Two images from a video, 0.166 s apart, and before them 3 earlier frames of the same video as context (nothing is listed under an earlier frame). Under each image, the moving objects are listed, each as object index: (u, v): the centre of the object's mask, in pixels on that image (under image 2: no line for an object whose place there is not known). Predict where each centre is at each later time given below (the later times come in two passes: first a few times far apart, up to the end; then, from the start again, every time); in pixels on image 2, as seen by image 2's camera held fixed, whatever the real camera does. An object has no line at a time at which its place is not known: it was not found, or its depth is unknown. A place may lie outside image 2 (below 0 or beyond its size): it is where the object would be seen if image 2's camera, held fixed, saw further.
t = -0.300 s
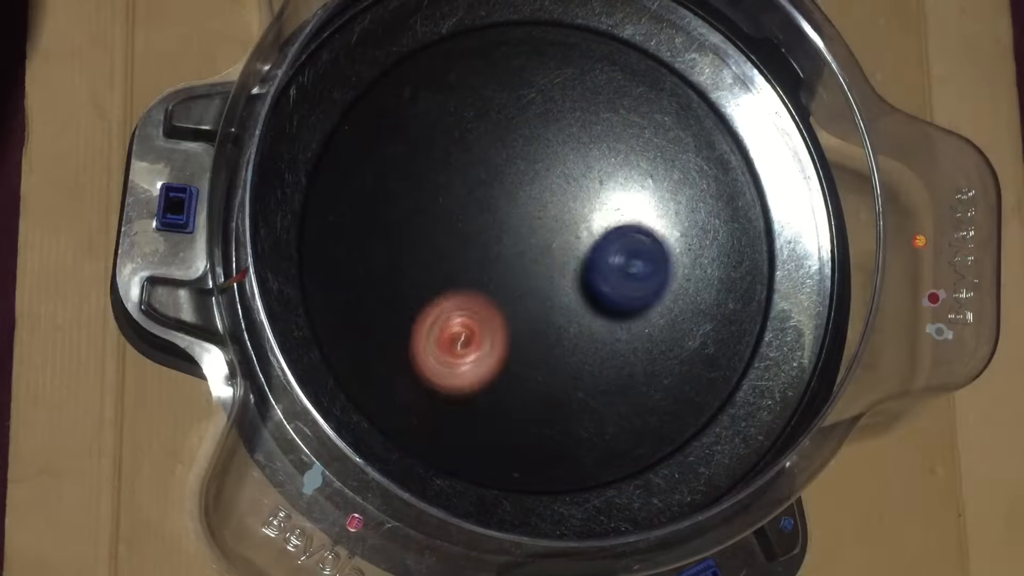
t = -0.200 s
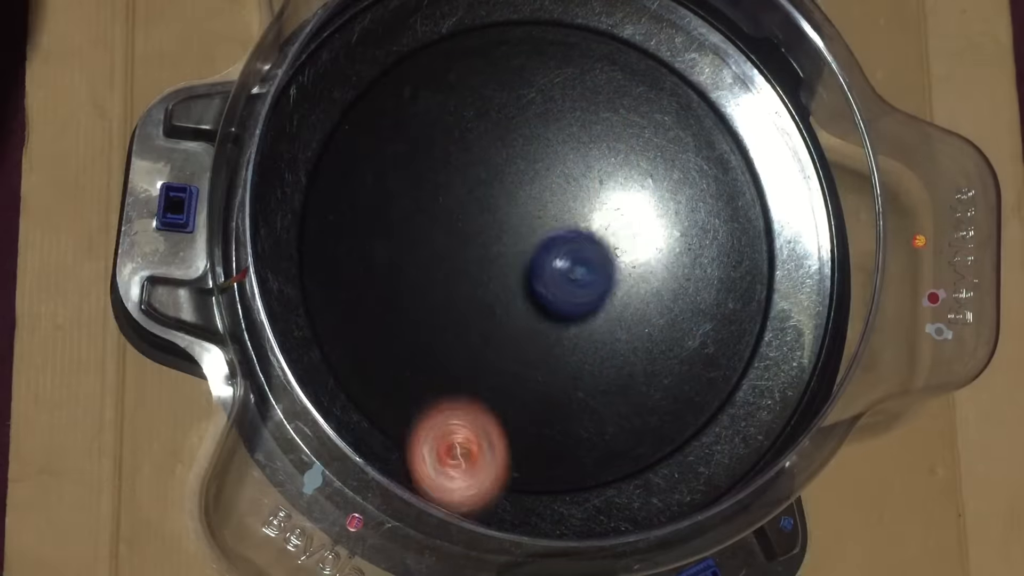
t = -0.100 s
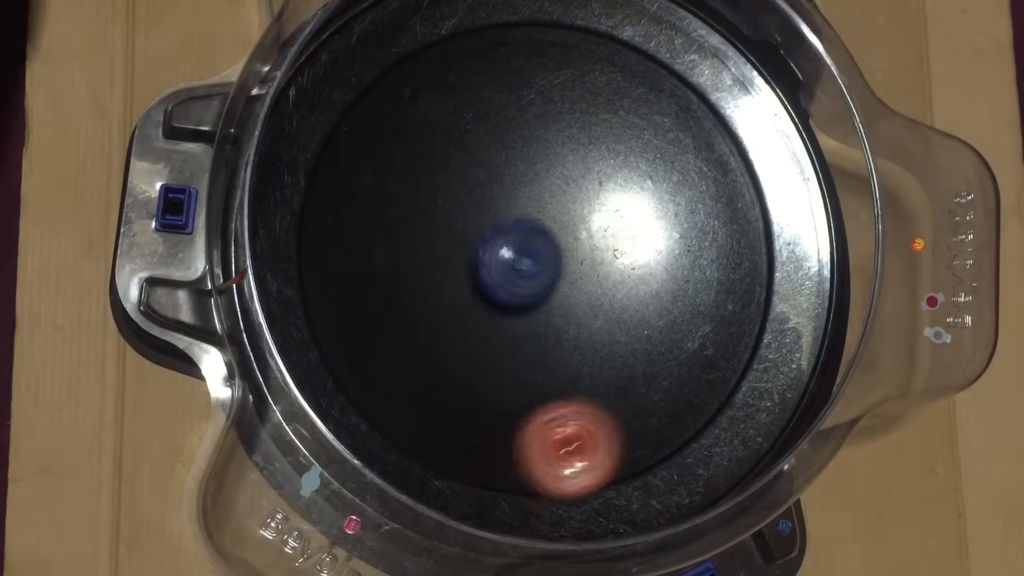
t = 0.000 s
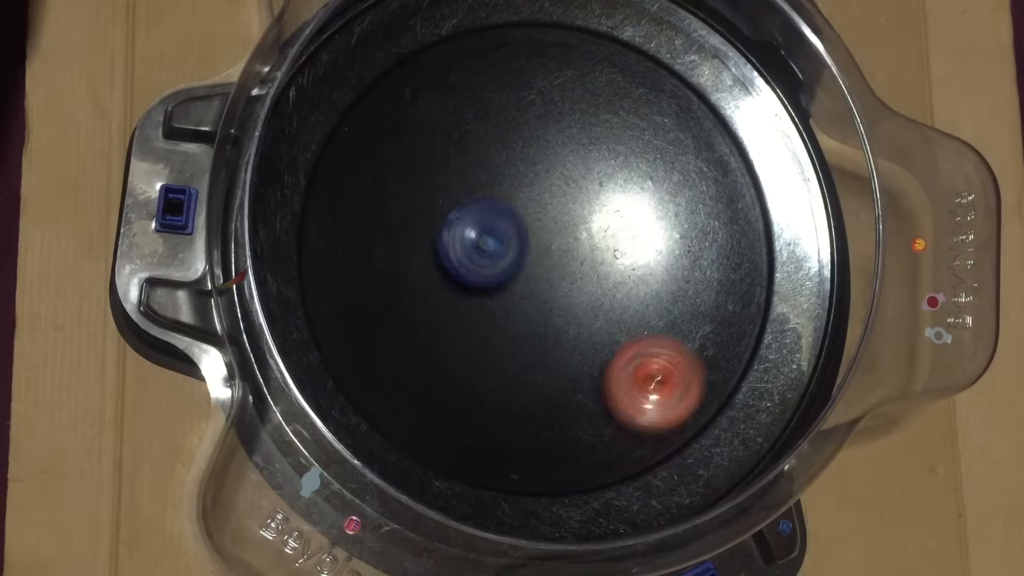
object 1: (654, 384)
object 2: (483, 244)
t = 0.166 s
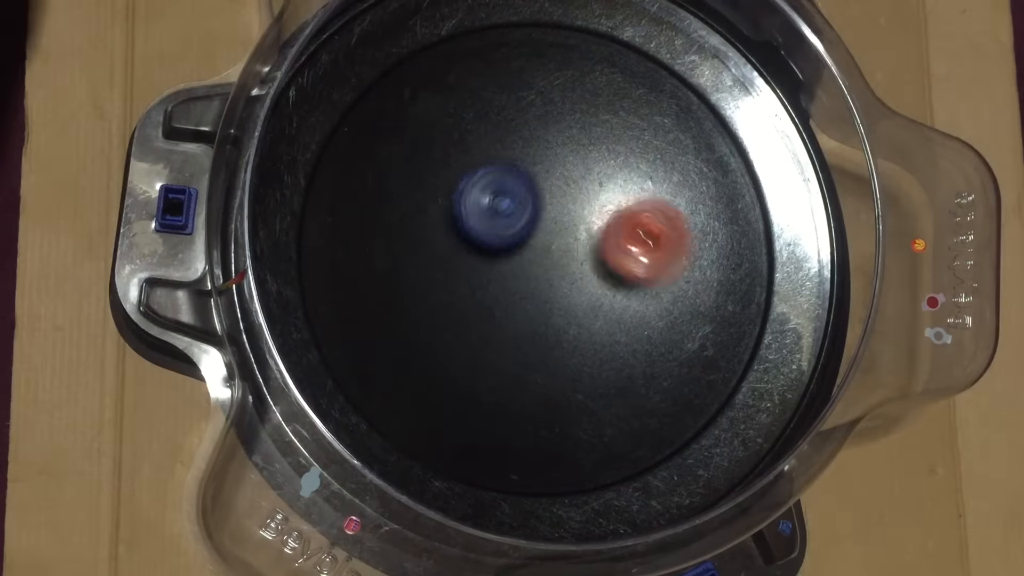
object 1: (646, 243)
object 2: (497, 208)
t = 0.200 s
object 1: (608, 209)
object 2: (510, 197)
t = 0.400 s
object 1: (670, 241)
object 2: (346, 88)
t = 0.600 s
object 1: (574, 260)
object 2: (314, 173)
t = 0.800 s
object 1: (542, 258)
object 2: (424, 323)
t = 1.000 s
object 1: (629, 252)
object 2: (545, 356)
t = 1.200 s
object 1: (645, 128)
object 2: (604, 378)
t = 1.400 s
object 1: (566, 129)
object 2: (603, 316)
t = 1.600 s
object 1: (495, 215)
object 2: (608, 203)
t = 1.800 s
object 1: (488, 265)
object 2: (519, 162)
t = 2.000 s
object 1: (536, 406)
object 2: (462, 175)
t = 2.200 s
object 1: (608, 364)
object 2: (498, 332)
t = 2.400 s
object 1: (645, 273)
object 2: (575, 371)
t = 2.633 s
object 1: (580, 132)
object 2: (619, 322)
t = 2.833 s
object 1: (456, 110)
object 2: (564, 215)
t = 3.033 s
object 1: (408, 155)
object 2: (479, 255)
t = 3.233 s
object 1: (423, 224)
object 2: (451, 347)
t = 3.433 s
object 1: (498, 269)
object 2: (553, 361)
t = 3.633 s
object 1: (551, 211)
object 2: (632, 280)
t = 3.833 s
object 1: (541, 169)
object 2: (639, 203)
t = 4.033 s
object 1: (476, 150)
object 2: (655, 189)
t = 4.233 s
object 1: (479, 188)
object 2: (595, 214)
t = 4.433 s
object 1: (449, 228)
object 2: (647, 310)
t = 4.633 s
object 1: (490, 254)
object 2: (677, 330)
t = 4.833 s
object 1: (531, 258)
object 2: (627, 298)
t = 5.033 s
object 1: (449, 169)
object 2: (556, 353)
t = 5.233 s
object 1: (366, 161)
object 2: (479, 364)
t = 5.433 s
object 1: (415, 202)
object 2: (436, 355)
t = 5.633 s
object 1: (506, 225)
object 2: (441, 301)
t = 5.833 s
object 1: (609, 190)
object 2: (453, 218)
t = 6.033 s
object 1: (640, 182)
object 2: (456, 158)
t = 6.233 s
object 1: (609, 214)
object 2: (477, 164)
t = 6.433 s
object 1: (607, 303)
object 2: (549, 186)
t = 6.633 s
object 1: (633, 391)
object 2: (599, 172)
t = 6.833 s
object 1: (603, 368)
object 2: (595, 191)
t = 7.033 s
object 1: (522, 331)
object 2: (588, 266)
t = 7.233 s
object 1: (435, 287)
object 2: (614, 322)
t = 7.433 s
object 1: (410, 246)
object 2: (611, 309)
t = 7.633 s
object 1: (447, 212)
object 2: (539, 286)
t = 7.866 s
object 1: (528, 158)
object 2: (473, 314)
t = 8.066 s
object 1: (590, 149)
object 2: (497, 316)
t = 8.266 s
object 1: (620, 187)
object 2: (525, 245)
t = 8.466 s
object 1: (633, 255)
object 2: (509, 178)
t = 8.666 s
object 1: (616, 325)
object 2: (475, 191)
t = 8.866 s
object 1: (569, 354)
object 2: (534, 245)
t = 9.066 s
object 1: (509, 339)
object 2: (603, 250)
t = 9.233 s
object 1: (467, 301)
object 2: (625, 215)
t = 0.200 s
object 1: (608, 209)
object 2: (510, 197)
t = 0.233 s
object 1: (621, 210)
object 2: (470, 155)
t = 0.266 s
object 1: (644, 216)
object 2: (426, 115)
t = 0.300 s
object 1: (660, 221)
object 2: (388, 83)
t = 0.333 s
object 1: (669, 228)
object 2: (371, 76)
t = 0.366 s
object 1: (671, 235)
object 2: (357, 81)
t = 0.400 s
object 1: (670, 241)
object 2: (346, 88)
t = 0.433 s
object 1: (662, 247)
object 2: (336, 98)
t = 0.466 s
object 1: (651, 253)
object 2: (328, 109)
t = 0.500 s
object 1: (635, 257)
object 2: (323, 121)
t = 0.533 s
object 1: (614, 259)
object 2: (316, 137)
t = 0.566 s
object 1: (595, 259)
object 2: (312, 152)
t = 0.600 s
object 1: (574, 260)
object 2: (314, 173)
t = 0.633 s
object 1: (555, 257)
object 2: (321, 197)
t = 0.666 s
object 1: (538, 257)
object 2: (338, 224)
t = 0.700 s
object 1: (522, 257)
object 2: (362, 254)
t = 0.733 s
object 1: (509, 258)
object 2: (395, 280)
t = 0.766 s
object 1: (514, 258)
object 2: (419, 300)
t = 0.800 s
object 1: (542, 258)
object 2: (424, 323)
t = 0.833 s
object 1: (566, 257)
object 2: (435, 339)
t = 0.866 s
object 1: (588, 255)
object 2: (452, 354)
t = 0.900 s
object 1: (604, 253)
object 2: (471, 361)
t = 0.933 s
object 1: (618, 252)
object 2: (494, 364)
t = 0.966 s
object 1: (627, 251)
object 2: (520, 362)
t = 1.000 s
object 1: (629, 252)
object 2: (545, 356)
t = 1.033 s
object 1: (627, 251)
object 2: (572, 344)
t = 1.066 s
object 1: (623, 244)
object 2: (592, 339)
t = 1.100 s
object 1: (633, 208)
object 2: (597, 356)
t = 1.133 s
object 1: (641, 174)
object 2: (601, 369)
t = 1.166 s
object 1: (646, 148)
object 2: (602, 377)
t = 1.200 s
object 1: (645, 128)
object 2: (604, 378)
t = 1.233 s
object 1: (640, 115)
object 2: (604, 378)
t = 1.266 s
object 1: (629, 107)
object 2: (604, 373)
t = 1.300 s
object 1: (616, 105)
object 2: (604, 363)
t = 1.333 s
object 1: (598, 108)
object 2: (603, 350)
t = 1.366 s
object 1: (581, 117)
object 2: (604, 333)
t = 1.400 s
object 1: (566, 129)
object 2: (603, 316)
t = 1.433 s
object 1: (553, 144)
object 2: (603, 297)
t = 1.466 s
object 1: (541, 161)
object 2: (603, 277)
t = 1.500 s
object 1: (532, 179)
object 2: (603, 254)
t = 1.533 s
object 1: (520, 192)
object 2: (606, 235)
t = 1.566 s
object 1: (506, 204)
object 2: (610, 218)
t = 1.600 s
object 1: (495, 215)
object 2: (608, 203)
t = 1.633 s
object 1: (489, 225)
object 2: (601, 189)
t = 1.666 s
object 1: (485, 233)
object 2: (589, 179)
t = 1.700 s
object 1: (485, 240)
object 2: (574, 169)
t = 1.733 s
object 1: (487, 246)
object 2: (554, 165)
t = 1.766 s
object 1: (490, 251)
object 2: (535, 164)
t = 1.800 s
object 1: (488, 265)
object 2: (519, 162)
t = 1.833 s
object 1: (484, 294)
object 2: (509, 151)
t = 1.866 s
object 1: (485, 323)
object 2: (499, 145)
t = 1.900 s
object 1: (494, 352)
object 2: (488, 145)
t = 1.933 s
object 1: (505, 376)
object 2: (479, 149)
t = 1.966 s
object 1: (520, 394)
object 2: (471, 160)
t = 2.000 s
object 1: (536, 406)
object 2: (462, 175)
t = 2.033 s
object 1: (554, 412)
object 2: (456, 196)
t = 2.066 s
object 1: (569, 410)
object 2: (455, 220)
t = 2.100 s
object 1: (584, 404)
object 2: (457, 249)
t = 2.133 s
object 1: (595, 393)
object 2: (465, 278)
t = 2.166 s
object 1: (604, 379)
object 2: (478, 306)
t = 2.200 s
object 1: (608, 364)
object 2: (498, 332)
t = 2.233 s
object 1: (615, 347)
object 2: (515, 352)
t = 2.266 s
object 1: (628, 331)
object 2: (525, 366)
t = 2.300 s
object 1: (638, 314)
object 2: (535, 374)
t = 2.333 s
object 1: (644, 299)
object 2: (548, 378)
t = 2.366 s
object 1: (646, 286)
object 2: (561, 377)
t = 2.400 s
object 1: (645, 273)
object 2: (575, 371)
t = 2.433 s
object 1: (639, 264)
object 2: (590, 359)
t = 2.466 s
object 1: (633, 256)
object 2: (603, 349)
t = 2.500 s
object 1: (634, 231)
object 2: (608, 351)
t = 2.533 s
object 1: (628, 204)
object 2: (611, 350)
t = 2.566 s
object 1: (616, 177)
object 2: (614, 345)
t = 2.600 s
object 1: (599, 152)
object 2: (617, 335)
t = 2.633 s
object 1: (580, 132)
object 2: (619, 322)
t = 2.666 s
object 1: (557, 115)
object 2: (620, 305)
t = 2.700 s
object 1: (533, 104)
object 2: (617, 287)
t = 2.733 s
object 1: (511, 98)
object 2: (609, 267)
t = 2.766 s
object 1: (488, 98)
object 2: (599, 248)
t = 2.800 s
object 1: (469, 102)
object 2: (582, 230)
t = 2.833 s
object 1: (456, 110)
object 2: (564, 215)
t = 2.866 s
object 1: (445, 122)
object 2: (545, 206)
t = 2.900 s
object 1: (440, 137)
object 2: (522, 199)
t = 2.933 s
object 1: (434, 142)
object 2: (509, 208)
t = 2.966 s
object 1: (424, 141)
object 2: (499, 224)
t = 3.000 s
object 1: (416, 145)
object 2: (489, 239)
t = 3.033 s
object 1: (408, 155)
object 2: (479, 255)
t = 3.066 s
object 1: (401, 163)
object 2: (469, 269)
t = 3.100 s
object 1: (398, 172)
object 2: (459, 285)
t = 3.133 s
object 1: (399, 185)
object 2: (452, 299)
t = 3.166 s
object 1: (404, 198)
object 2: (447, 315)
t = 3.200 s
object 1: (412, 211)
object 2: (447, 330)
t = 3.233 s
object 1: (423, 224)
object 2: (451, 347)
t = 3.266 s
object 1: (434, 235)
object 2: (460, 362)
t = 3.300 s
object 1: (447, 246)
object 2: (475, 374)
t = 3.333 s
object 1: (461, 255)
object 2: (492, 381)
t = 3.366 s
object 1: (473, 262)
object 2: (514, 381)
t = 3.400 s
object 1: (485, 267)
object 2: (534, 375)
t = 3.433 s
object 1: (498, 269)
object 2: (553, 361)
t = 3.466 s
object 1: (511, 268)
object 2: (570, 347)
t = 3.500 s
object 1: (522, 257)
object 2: (588, 335)
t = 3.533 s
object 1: (531, 247)
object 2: (603, 324)
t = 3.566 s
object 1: (540, 237)
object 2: (613, 307)
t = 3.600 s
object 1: (549, 228)
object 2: (620, 292)
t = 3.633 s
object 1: (551, 211)
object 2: (632, 280)
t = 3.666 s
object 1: (550, 195)
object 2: (642, 270)
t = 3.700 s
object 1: (550, 185)
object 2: (647, 258)
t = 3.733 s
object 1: (551, 178)
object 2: (647, 243)
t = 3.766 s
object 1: (551, 175)
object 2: (645, 228)
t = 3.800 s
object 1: (549, 175)
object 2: (639, 212)
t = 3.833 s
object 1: (541, 169)
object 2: (639, 203)
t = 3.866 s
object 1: (520, 157)
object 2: (651, 204)
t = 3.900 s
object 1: (502, 148)
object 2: (658, 204)
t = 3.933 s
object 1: (490, 144)
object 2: (662, 202)
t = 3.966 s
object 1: (482, 143)
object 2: (662, 199)
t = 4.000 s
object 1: (478, 145)
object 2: (660, 195)
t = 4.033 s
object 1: (476, 150)
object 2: (655, 189)
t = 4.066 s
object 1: (478, 156)
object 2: (647, 183)
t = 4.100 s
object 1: (480, 163)
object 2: (635, 179)
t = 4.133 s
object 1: (484, 171)
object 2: (621, 180)
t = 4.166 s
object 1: (489, 178)
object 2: (604, 186)
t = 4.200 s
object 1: (494, 186)
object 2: (591, 194)
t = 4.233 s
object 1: (479, 188)
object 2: (595, 214)
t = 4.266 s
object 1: (462, 190)
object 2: (605, 235)
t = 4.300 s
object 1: (451, 193)
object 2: (615, 257)
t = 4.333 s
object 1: (445, 200)
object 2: (623, 273)
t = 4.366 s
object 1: (444, 209)
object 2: (632, 289)
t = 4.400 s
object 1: (446, 219)
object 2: (640, 300)
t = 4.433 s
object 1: (449, 228)
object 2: (647, 310)
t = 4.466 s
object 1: (454, 235)
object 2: (654, 319)
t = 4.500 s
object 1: (460, 241)
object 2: (660, 325)
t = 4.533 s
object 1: (467, 246)
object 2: (664, 328)
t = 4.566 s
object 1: (474, 249)
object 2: (671, 332)
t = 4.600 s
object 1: (481, 251)
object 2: (675, 332)
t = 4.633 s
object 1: (490, 254)
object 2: (677, 330)
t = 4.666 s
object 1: (497, 255)
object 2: (679, 327)
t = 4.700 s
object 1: (506, 256)
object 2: (678, 322)
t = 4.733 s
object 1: (513, 256)
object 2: (669, 315)
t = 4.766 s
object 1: (520, 257)
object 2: (660, 307)
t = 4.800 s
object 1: (526, 257)
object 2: (646, 302)
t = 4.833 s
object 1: (531, 258)
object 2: (627, 298)
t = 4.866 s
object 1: (530, 248)
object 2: (614, 301)
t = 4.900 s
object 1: (513, 222)
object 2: (610, 316)
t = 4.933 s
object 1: (500, 202)
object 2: (602, 333)
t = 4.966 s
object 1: (488, 189)
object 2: (586, 345)
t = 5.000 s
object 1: (472, 178)
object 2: (570, 350)
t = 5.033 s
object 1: (449, 169)
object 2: (556, 353)
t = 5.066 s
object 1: (426, 163)
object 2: (542, 356)
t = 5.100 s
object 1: (406, 159)
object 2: (527, 361)
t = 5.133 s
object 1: (389, 157)
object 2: (512, 363)
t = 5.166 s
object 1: (376, 156)
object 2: (499, 364)
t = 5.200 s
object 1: (368, 157)
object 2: (489, 365)
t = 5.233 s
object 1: (366, 161)
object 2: (479, 364)
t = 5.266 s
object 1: (368, 166)
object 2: (469, 364)
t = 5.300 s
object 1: (373, 172)
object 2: (461, 364)
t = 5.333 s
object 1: (381, 179)
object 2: (452, 362)
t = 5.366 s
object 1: (391, 186)
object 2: (445, 360)
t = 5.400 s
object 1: (403, 194)
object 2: (440, 358)
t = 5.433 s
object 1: (415, 202)
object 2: (436, 355)
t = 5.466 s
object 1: (428, 209)
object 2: (433, 351)
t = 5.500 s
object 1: (442, 217)
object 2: (433, 346)
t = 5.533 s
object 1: (456, 224)
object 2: (434, 337)
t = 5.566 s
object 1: (469, 227)
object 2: (435, 327)
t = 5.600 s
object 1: (488, 228)
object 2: (438, 313)
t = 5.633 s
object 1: (506, 225)
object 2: (441, 301)
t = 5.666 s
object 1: (524, 221)
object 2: (443, 288)
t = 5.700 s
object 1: (543, 216)
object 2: (446, 275)
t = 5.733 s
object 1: (561, 210)
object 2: (450, 260)
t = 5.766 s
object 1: (577, 204)
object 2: (452, 247)
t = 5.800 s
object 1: (593, 196)
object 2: (453, 233)
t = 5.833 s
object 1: (609, 190)
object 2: (453, 218)
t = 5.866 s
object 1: (621, 185)
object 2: (454, 205)
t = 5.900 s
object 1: (631, 180)
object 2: (456, 193)
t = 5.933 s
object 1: (638, 178)
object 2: (455, 182)
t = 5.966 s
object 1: (641, 178)
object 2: (455, 173)
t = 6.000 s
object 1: (641, 180)
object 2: (455, 164)
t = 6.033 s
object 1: (640, 182)
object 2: (456, 158)
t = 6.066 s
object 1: (637, 186)
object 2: (455, 154)
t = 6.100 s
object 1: (632, 191)
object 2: (456, 151)
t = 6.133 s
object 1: (625, 196)
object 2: (458, 151)
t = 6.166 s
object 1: (620, 200)
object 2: (463, 154)
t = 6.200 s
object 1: (614, 207)
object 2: (468, 159)
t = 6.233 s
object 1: (609, 214)
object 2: (477, 164)
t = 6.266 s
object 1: (605, 223)
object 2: (486, 170)
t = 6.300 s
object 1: (601, 232)
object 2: (500, 178)
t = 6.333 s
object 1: (598, 246)
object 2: (515, 184)
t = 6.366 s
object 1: (596, 259)
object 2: (528, 188)
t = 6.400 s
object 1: (601, 281)
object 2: (539, 187)
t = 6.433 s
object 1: (607, 303)
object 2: (549, 186)
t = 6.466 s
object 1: (615, 325)
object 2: (559, 184)
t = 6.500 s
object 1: (621, 345)
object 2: (569, 182)
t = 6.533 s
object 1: (626, 361)
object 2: (578, 179)
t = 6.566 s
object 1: (631, 375)
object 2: (586, 176)
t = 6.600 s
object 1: (634, 385)
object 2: (593, 173)
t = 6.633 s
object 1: (633, 391)
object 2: (599, 172)
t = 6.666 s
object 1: (631, 394)
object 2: (602, 171)
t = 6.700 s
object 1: (627, 392)
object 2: (602, 172)
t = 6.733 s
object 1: (621, 389)
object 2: (601, 174)
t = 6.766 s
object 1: (616, 382)
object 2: (600, 177)
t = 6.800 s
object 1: (610, 375)
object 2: (597, 183)
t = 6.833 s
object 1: (603, 368)
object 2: (595, 191)
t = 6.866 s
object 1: (594, 361)
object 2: (591, 200)
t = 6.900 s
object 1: (583, 355)
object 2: (587, 211)
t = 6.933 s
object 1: (569, 349)
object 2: (586, 225)
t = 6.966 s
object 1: (554, 343)
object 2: (585, 239)
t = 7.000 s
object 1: (538, 337)
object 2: (585, 253)
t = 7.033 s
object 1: (522, 331)
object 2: (588, 266)
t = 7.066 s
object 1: (505, 324)
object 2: (590, 278)
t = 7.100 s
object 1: (489, 317)
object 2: (594, 289)
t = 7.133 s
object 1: (474, 310)
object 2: (599, 299)
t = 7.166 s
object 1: (460, 302)
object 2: (604, 308)
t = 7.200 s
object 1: (446, 294)
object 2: (609, 316)
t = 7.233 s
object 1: (435, 287)
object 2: (614, 322)
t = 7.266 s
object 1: (425, 280)
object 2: (618, 324)
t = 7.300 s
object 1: (417, 272)
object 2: (622, 324)
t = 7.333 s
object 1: (412, 265)
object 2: (623, 322)
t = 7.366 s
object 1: (409, 258)
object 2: (622, 319)
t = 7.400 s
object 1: (408, 251)
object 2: (618, 315)
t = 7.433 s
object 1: (410, 246)
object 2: (611, 309)
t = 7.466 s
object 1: (413, 241)
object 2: (603, 303)
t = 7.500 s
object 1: (418, 237)
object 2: (592, 297)
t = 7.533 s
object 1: (424, 231)
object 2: (579, 293)
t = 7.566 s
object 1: (430, 226)
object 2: (566, 288)
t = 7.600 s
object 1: (438, 220)
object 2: (552, 287)
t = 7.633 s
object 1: (447, 212)
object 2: (539, 286)
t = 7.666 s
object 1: (457, 204)
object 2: (526, 286)
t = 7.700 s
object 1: (467, 196)
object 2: (513, 288)
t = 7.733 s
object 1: (479, 187)
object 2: (501, 292)
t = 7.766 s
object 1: (491, 180)
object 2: (492, 296)
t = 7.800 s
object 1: (503, 171)
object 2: (483, 301)
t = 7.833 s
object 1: (516, 164)
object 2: (477, 307)
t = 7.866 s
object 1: (528, 158)
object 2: (473, 314)
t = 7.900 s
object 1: (540, 153)
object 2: (472, 318)
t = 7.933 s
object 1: (552, 149)
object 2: (474, 323)
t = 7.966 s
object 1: (562, 146)
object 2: (477, 325)
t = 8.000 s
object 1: (572, 146)
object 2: (481, 324)
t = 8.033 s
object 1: (581, 147)
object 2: (489, 321)
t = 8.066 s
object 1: (590, 149)
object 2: (497, 316)
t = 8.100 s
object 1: (598, 152)
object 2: (507, 306)
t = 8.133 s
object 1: (604, 158)
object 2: (512, 297)
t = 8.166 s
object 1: (609, 164)
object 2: (517, 285)
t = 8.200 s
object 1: (613, 171)
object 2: (521, 271)
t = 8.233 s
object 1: (616, 179)
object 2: (524, 258)
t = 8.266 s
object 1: (620, 187)
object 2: (525, 245)
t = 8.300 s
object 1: (623, 197)
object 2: (526, 231)
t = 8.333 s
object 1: (627, 208)
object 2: (525, 218)
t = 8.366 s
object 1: (630, 218)
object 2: (523, 206)
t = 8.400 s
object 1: (632, 230)
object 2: (520, 194)
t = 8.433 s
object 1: (633, 242)
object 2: (515, 186)
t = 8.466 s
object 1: (633, 255)
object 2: (509, 178)
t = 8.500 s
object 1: (631, 268)
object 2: (501, 172)
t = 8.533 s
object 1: (630, 281)
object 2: (493, 168)
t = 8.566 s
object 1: (627, 293)
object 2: (484, 168)
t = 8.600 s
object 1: (625, 306)
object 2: (479, 171)
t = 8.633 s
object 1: (621, 316)
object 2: (474, 180)
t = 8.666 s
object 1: (616, 325)
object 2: (475, 191)
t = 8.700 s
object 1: (610, 333)
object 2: (478, 202)
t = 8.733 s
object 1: (603, 339)
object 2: (485, 215)
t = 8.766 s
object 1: (595, 344)
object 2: (494, 222)
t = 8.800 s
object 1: (587, 349)
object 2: (508, 234)
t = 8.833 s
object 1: (578, 352)
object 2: (521, 241)
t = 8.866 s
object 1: (569, 354)
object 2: (534, 245)
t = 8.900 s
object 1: (560, 354)
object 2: (547, 248)
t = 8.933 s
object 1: (550, 353)
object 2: (558, 251)
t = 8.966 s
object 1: (540, 351)
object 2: (569, 253)
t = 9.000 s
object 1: (531, 348)
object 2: (581, 253)
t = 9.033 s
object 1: (521, 344)
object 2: (593, 252)
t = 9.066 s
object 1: (509, 339)
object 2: (603, 250)
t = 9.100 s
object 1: (500, 333)
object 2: (612, 245)
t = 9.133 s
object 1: (491, 326)
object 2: (621, 240)
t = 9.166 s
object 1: (482, 318)
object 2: (626, 232)
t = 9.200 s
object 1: (474, 309)
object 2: (628, 223)
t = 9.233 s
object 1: (467, 301)
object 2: (625, 215)
